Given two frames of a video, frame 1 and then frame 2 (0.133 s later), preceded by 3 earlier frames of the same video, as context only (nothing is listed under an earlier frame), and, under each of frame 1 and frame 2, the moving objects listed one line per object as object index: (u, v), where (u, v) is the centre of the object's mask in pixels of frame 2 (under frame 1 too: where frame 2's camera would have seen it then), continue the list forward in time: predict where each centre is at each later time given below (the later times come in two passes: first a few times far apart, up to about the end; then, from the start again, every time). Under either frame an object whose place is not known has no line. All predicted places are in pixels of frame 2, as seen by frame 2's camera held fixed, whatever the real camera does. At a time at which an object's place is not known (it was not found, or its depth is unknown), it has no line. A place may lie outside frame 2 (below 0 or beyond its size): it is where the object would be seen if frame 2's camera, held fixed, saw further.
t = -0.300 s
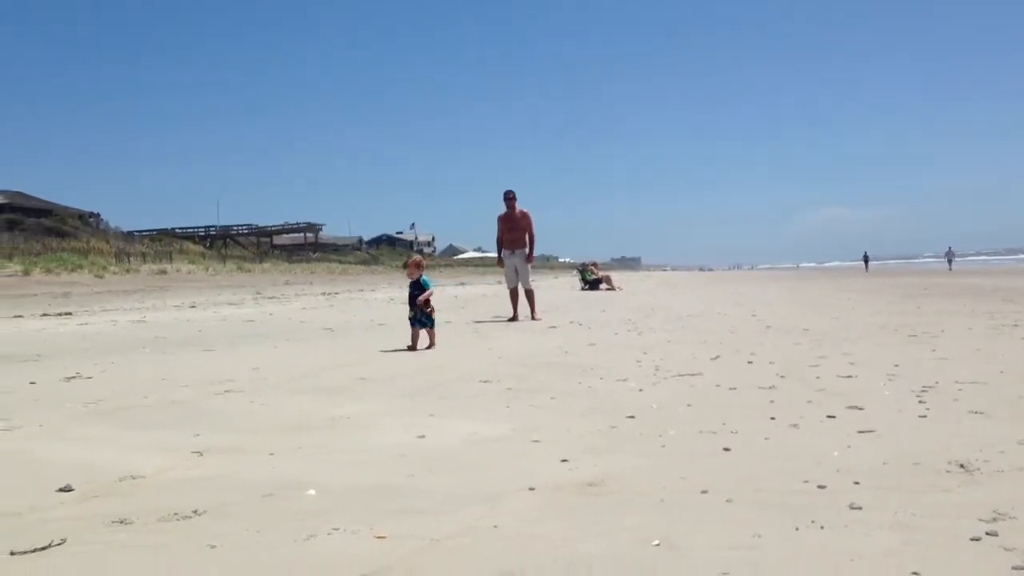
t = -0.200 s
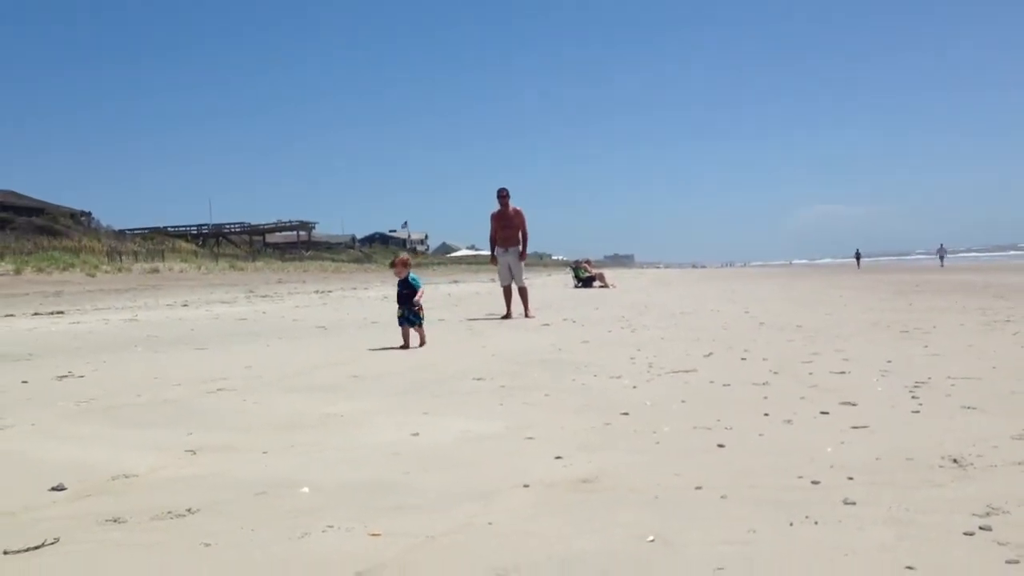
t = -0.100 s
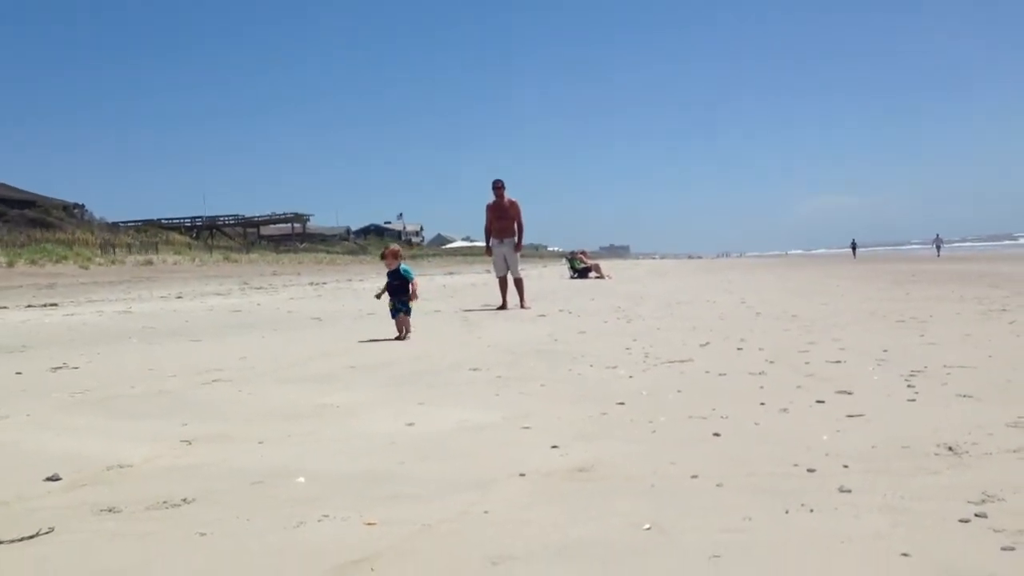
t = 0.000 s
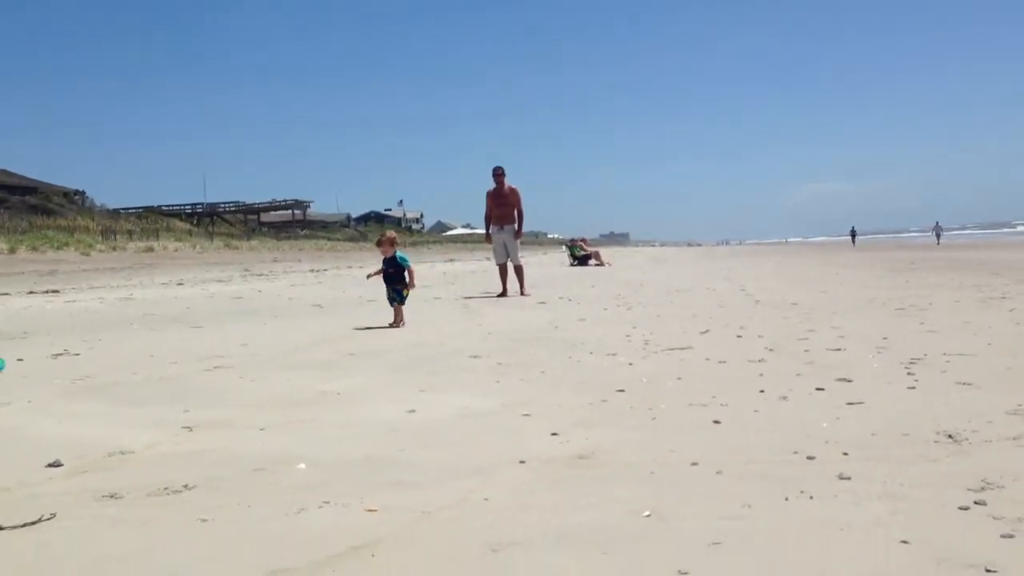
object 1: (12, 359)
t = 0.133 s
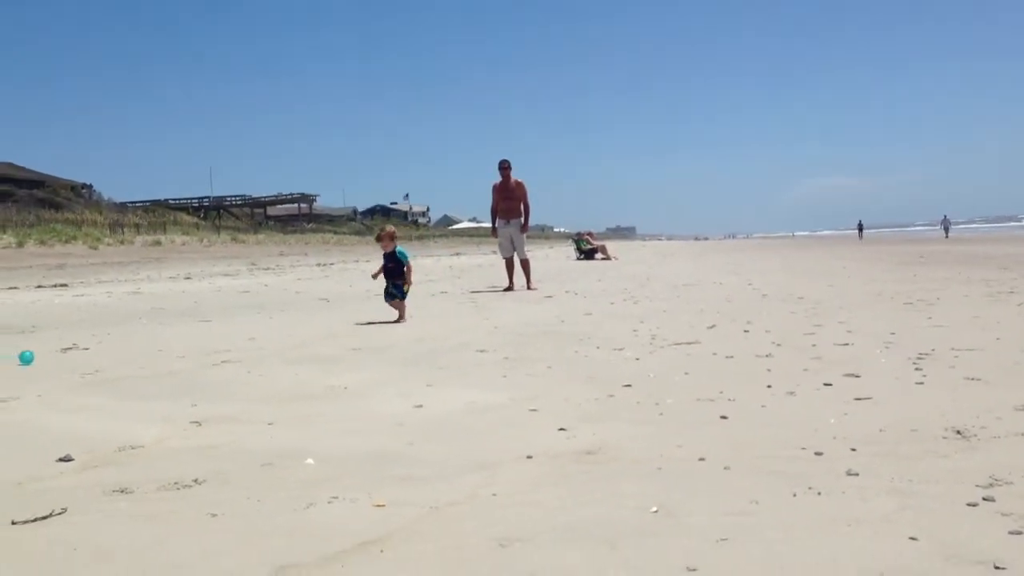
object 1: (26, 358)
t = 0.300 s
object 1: (50, 355)
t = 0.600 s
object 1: (93, 351)
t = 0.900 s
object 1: (137, 348)
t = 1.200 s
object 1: (178, 344)
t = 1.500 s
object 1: (219, 339)
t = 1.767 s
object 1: (252, 337)
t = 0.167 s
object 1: (31, 357)
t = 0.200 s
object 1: (35, 356)
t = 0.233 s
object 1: (40, 357)
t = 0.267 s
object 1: (45, 356)
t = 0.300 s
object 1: (50, 355)
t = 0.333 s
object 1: (55, 355)
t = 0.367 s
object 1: (59, 354)
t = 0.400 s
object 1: (65, 354)
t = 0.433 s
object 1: (69, 353)
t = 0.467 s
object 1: (73, 352)
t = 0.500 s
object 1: (78, 352)
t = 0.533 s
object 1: (83, 352)
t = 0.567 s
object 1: (89, 351)
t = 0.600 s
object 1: (93, 351)
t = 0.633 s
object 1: (99, 351)
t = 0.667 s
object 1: (103, 350)
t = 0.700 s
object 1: (108, 350)
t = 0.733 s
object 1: (113, 350)
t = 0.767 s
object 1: (118, 349)
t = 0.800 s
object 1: (122, 349)
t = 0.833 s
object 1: (127, 349)
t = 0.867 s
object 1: (132, 348)
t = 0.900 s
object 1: (137, 348)
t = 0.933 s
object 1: (141, 347)
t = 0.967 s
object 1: (145, 347)
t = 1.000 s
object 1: (150, 346)
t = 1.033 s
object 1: (155, 346)
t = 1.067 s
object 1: (160, 345)
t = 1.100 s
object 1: (164, 345)
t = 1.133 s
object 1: (169, 344)
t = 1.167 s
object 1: (173, 344)
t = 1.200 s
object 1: (178, 344)
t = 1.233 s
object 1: (183, 343)
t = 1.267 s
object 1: (187, 342)
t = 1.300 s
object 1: (192, 342)
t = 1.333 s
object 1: (196, 342)
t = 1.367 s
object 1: (201, 341)
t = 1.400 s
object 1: (205, 341)
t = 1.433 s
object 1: (210, 340)
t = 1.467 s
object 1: (214, 340)
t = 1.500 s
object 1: (219, 339)
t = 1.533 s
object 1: (223, 339)
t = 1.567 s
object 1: (227, 339)
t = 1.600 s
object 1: (231, 338)
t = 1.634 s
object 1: (236, 338)
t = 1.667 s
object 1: (240, 337)
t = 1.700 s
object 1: (244, 337)
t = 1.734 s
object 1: (248, 337)
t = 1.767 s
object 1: (252, 337)
